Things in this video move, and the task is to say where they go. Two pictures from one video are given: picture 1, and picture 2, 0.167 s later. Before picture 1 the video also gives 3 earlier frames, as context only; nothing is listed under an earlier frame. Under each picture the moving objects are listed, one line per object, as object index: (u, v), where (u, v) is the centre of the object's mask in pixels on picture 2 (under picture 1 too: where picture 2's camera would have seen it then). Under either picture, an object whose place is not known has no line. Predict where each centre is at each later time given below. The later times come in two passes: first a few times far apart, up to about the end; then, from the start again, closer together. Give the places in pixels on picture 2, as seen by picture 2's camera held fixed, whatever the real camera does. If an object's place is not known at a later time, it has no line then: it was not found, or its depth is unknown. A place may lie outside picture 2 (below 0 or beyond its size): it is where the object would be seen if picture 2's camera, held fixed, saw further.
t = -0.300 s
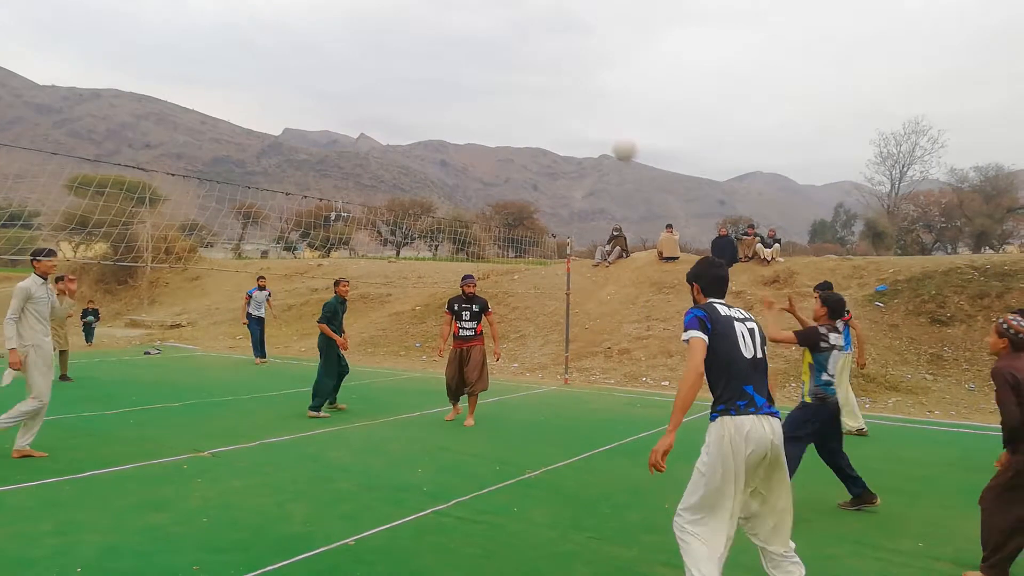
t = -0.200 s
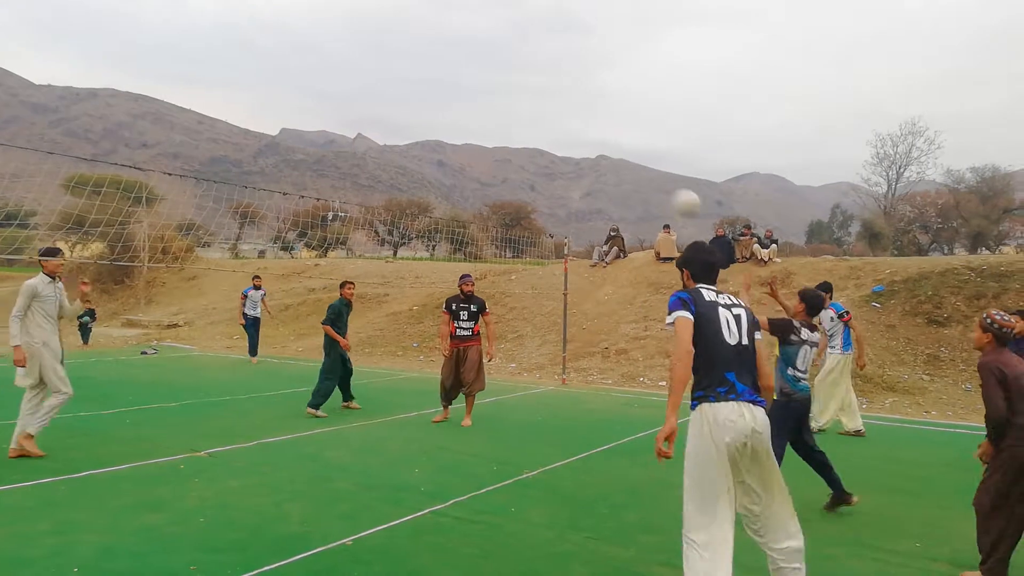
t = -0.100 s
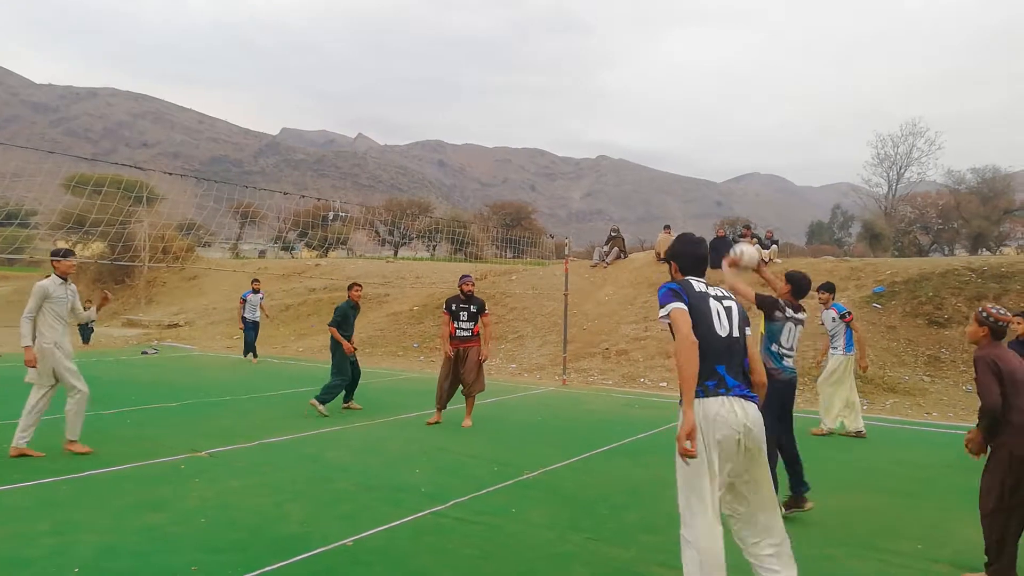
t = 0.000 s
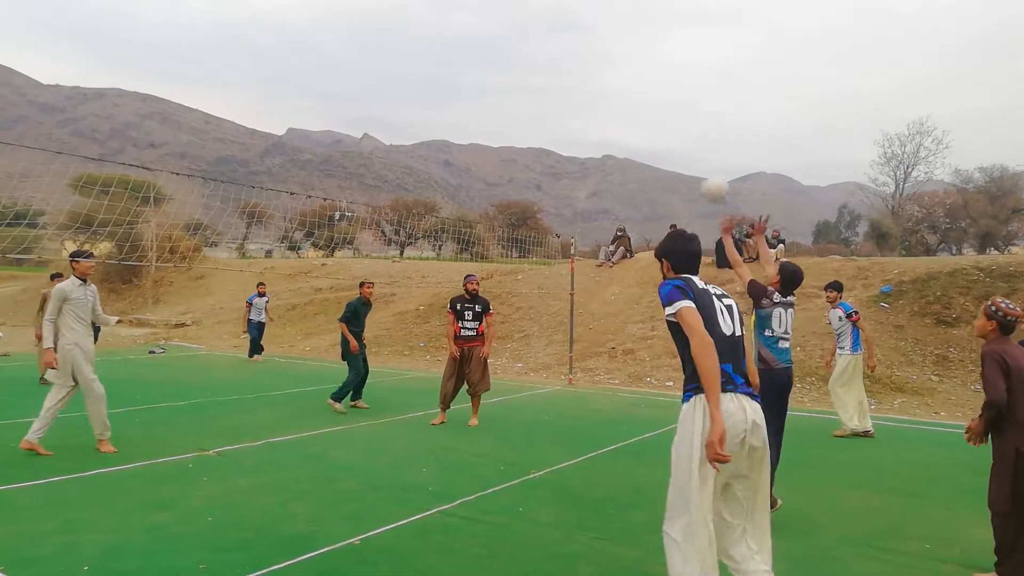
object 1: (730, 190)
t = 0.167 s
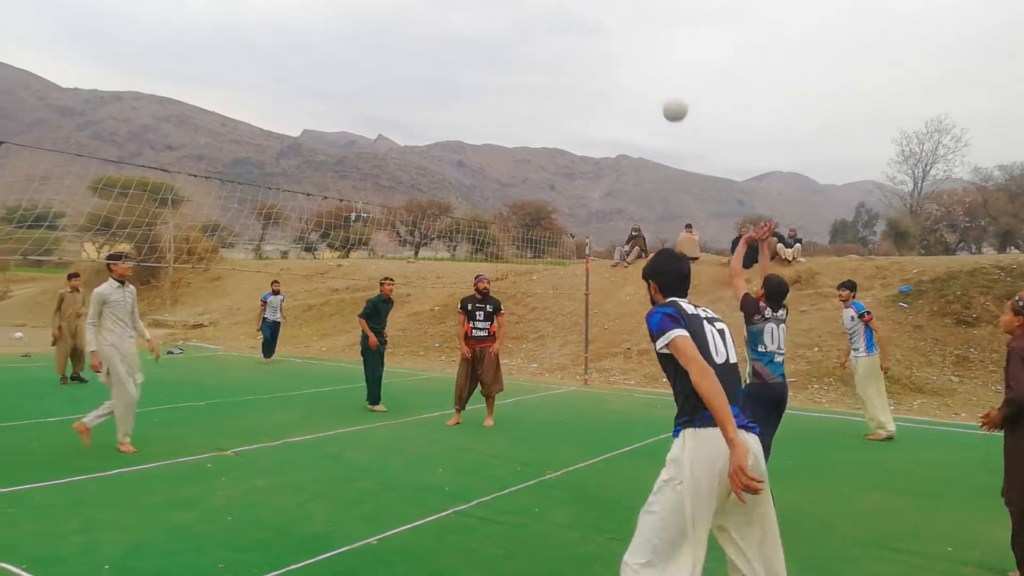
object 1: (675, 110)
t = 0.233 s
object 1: (655, 90)
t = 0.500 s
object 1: (584, 68)
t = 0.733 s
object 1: (533, 106)
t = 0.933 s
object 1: (497, 170)
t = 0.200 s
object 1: (665, 99)
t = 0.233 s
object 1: (655, 90)
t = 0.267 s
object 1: (644, 82)
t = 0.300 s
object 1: (635, 77)
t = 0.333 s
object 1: (626, 73)
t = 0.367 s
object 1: (617, 69)
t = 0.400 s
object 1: (609, 67)
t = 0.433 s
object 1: (600, 66)
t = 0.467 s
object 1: (592, 66)
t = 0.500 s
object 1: (584, 68)
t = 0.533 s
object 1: (576, 70)
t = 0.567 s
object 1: (569, 74)
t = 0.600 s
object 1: (562, 78)
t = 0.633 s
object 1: (554, 84)
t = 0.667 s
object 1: (547, 90)
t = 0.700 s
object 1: (540, 98)
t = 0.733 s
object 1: (533, 106)
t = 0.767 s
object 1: (527, 115)
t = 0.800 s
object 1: (521, 125)
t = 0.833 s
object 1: (515, 136)
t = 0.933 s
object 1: (497, 170)
